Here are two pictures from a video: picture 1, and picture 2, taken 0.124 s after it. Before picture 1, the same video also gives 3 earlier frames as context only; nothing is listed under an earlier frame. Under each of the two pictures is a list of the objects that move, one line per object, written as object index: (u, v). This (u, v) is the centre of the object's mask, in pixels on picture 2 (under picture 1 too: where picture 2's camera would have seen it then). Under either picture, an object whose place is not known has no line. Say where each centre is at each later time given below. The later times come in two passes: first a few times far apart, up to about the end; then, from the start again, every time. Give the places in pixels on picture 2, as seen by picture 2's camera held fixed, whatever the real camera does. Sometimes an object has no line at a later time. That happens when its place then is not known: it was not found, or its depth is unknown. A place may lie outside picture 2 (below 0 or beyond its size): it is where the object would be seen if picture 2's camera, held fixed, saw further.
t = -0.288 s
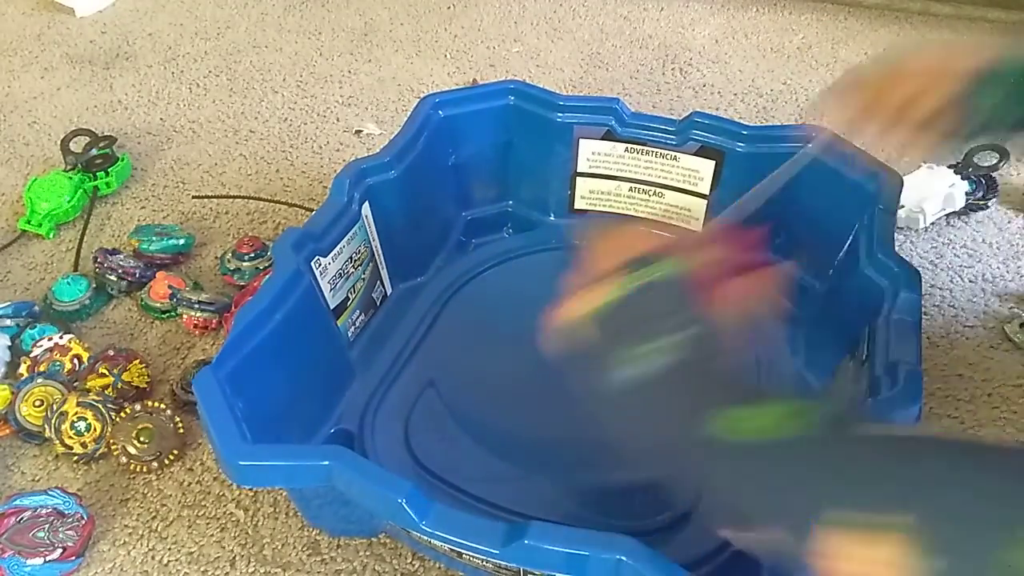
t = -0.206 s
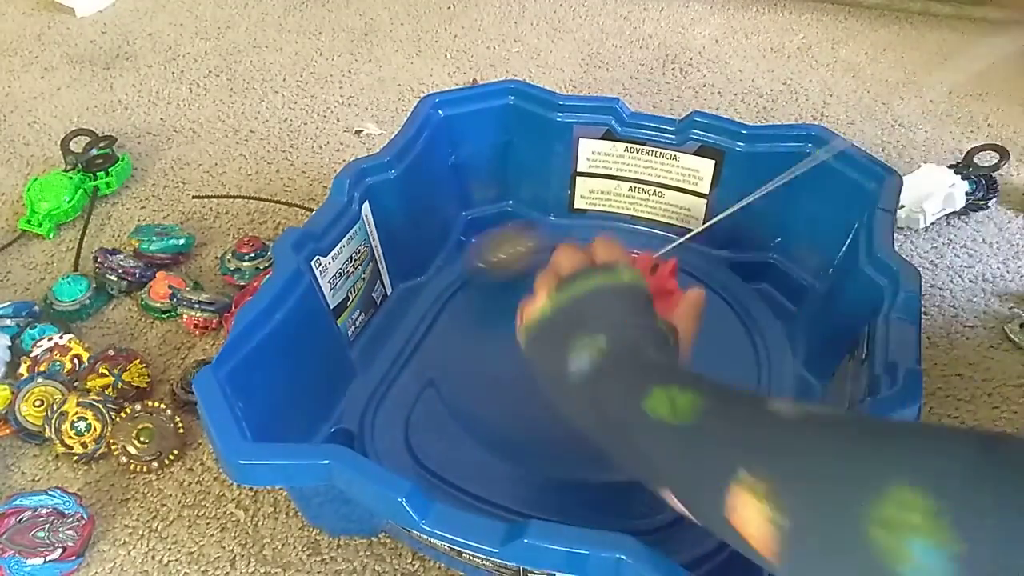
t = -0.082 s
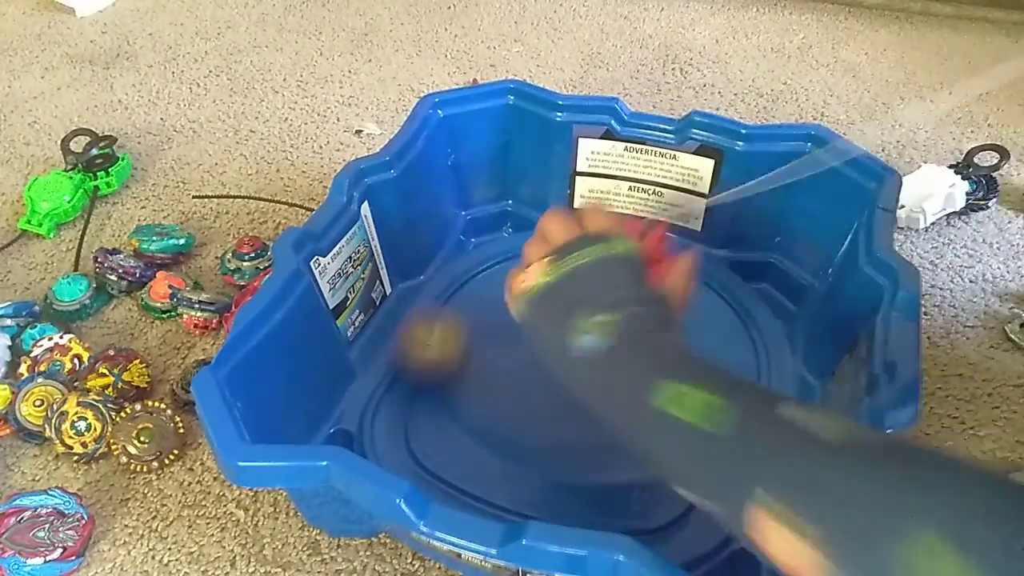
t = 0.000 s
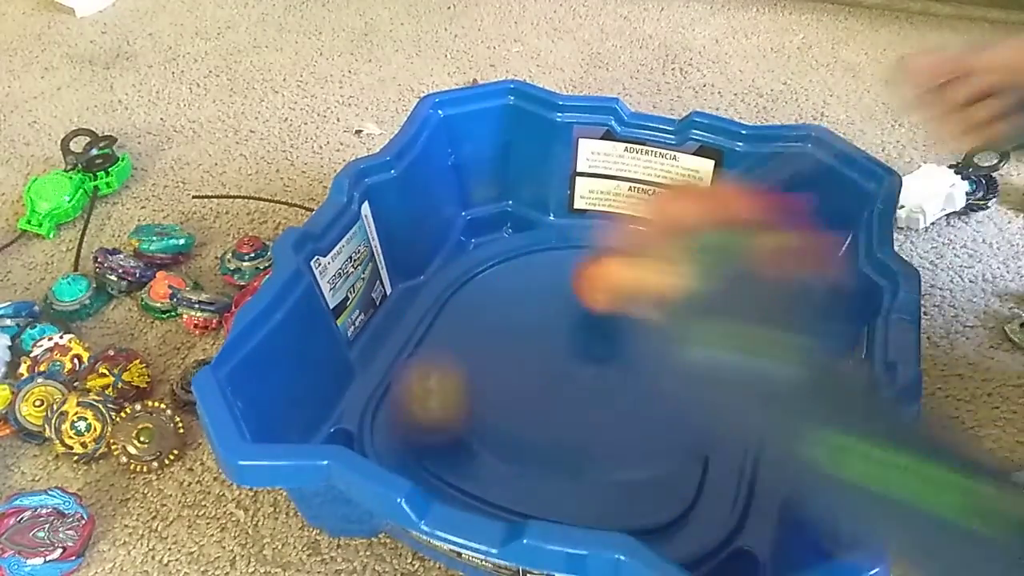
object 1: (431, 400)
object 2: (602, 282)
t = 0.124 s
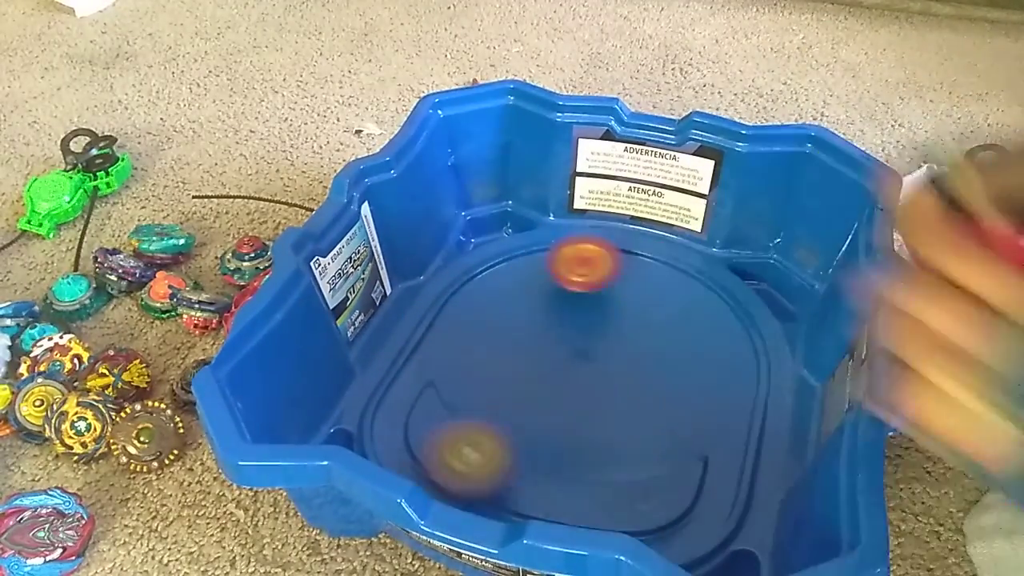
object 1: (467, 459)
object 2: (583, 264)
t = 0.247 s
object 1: (501, 476)
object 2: (548, 283)
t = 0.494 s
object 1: (501, 490)
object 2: (562, 384)
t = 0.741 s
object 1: (546, 500)
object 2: (682, 386)
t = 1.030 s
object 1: (721, 462)
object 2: (633, 276)
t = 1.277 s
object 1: (666, 311)
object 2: (484, 313)
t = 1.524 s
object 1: (472, 281)
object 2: (534, 431)
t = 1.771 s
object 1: (422, 380)
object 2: (711, 376)
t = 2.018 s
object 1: (425, 386)
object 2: (611, 263)
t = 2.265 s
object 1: (446, 382)
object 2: (440, 308)
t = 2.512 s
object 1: (660, 400)
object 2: (410, 370)
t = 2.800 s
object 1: (659, 255)
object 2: (442, 341)
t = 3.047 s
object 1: (476, 284)
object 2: (550, 335)
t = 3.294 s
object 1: (535, 434)
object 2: (609, 276)
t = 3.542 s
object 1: (740, 374)
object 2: (571, 257)
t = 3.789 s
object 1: (643, 257)
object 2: (566, 333)
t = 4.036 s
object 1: (460, 305)
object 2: (644, 384)
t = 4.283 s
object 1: (509, 412)
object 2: (698, 352)
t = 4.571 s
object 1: (702, 358)
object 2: (614, 327)
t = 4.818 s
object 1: (671, 277)
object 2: (532, 344)
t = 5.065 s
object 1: (541, 297)
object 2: (546, 405)
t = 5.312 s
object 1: (505, 402)
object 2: (611, 377)
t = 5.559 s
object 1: (649, 430)
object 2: (551, 353)
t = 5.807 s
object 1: (667, 333)
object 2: (544, 350)
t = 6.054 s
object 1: (549, 278)
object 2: (547, 353)
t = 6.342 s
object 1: (467, 345)
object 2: (542, 339)
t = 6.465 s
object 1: (506, 388)
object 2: (555, 339)
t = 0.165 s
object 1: (482, 467)
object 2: (571, 266)
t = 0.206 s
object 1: (494, 472)
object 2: (558, 273)
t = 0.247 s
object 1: (501, 476)
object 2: (548, 283)
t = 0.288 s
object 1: (507, 478)
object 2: (540, 298)
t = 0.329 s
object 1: (510, 481)
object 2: (535, 316)
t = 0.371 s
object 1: (510, 484)
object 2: (535, 334)
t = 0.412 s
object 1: (505, 488)
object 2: (540, 353)
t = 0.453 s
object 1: (499, 492)
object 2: (549, 369)
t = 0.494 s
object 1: (501, 490)
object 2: (562, 384)
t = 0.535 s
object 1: (503, 490)
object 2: (581, 395)
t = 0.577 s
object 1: (502, 493)
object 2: (601, 405)
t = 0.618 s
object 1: (510, 494)
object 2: (622, 407)
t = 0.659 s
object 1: (519, 495)
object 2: (643, 405)
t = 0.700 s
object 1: (530, 498)
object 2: (664, 398)
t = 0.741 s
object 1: (546, 500)
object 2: (682, 386)
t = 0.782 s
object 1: (566, 503)
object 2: (696, 370)
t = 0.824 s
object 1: (590, 506)
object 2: (704, 351)
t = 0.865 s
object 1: (621, 511)
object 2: (703, 333)
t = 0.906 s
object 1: (658, 517)
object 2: (695, 315)
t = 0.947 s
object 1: (685, 509)
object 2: (680, 299)
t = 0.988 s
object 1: (709, 489)
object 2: (658, 286)
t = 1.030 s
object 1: (721, 462)
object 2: (633, 276)
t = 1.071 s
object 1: (724, 435)
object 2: (606, 271)
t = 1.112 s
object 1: (725, 413)
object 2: (578, 270)
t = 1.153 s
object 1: (719, 386)
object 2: (551, 274)
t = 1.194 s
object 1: (709, 359)
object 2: (525, 283)
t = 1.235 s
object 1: (691, 334)
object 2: (503, 296)
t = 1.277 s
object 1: (666, 311)
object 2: (484, 313)
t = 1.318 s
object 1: (637, 291)
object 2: (471, 332)
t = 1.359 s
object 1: (602, 276)
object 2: (466, 354)
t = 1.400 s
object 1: (565, 264)
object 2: (469, 377)
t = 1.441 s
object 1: (528, 257)
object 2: (480, 399)
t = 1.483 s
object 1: (493, 258)
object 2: (502, 418)
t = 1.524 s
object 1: (472, 281)
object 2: (534, 431)
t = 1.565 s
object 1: (454, 302)
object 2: (573, 437)
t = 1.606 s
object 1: (439, 325)
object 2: (612, 437)
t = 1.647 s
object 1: (428, 349)
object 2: (649, 430)
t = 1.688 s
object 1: (425, 358)
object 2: (678, 416)
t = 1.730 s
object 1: (422, 369)
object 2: (700, 398)
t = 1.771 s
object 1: (422, 380)
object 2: (711, 376)
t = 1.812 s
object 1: (422, 386)
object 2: (712, 353)
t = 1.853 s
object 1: (422, 389)
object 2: (705, 329)
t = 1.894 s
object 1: (422, 389)
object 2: (690, 307)
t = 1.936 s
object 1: (423, 388)
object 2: (669, 289)
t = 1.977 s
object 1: (424, 388)
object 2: (643, 274)
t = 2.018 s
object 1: (425, 386)
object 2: (611, 263)
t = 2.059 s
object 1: (427, 385)
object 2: (579, 256)
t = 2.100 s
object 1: (428, 384)
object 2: (544, 254)
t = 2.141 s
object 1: (429, 383)
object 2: (510, 257)
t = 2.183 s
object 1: (432, 381)
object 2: (478, 266)
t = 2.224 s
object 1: (436, 380)
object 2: (455, 284)
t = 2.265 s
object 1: (446, 382)
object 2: (440, 308)
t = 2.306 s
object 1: (462, 389)
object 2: (430, 333)
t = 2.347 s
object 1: (492, 404)
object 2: (423, 350)
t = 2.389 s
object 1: (537, 416)
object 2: (412, 354)
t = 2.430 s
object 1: (583, 418)
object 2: (403, 363)
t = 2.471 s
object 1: (622, 412)
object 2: (411, 369)
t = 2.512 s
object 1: (660, 400)
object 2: (410, 370)
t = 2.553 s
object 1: (686, 381)
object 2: (410, 371)
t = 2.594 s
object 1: (704, 359)
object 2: (411, 368)
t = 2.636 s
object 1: (714, 334)
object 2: (416, 362)
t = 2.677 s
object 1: (715, 309)
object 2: (420, 353)
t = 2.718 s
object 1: (707, 284)
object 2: (426, 347)
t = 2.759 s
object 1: (688, 266)
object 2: (432, 342)
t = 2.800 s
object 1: (659, 255)
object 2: (442, 341)
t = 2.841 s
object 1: (625, 244)
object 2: (456, 342)
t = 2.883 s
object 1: (592, 239)
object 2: (474, 346)
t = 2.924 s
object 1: (561, 241)
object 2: (494, 348)
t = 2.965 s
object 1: (528, 248)
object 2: (514, 346)
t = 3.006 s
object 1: (498, 263)
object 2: (533, 342)
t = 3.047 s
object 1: (476, 284)
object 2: (550, 335)
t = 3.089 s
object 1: (459, 307)
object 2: (565, 327)
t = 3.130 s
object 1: (454, 335)
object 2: (578, 317)
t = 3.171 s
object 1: (460, 370)
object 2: (590, 307)
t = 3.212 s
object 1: (471, 365)
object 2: (599, 297)
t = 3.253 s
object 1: (501, 415)
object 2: (605, 286)
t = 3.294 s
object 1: (535, 434)
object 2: (609, 276)
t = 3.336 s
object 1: (577, 441)
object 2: (609, 268)
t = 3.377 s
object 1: (627, 443)
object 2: (607, 260)
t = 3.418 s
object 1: (667, 431)
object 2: (602, 255)
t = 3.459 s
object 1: (700, 415)
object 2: (594, 252)
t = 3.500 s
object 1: (724, 396)
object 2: (583, 253)
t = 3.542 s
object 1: (740, 374)
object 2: (571, 257)
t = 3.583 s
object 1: (743, 347)
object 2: (560, 265)
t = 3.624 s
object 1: (739, 324)
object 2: (552, 276)
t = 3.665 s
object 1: (723, 301)
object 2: (549, 289)
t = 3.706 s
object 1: (703, 284)
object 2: (550, 305)
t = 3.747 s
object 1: (676, 269)
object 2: (556, 319)
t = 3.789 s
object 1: (643, 257)
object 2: (566, 333)
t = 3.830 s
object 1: (608, 254)
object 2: (577, 343)
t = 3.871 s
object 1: (573, 256)
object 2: (588, 351)
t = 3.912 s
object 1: (542, 261)
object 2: (600, 363)
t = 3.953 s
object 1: (508, 272)
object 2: (611, 374)
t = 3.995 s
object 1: (482, 287)
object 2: (625, 383)
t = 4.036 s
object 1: (460, 305)
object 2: (644, 384)
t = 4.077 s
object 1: (445, 328)
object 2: (659, 384)
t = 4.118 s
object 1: (437, 349)
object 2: (672, 380)
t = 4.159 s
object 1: (440, 360)
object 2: (684, 374)
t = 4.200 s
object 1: (451, 379)
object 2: (693, 368)
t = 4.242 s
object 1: (477, 397)
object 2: (699, 360)
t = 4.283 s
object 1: (509, 412)
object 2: (698, 352)
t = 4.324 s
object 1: (543, 418)
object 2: (694, 344)
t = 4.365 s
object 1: (578, 419)
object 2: (686, 339)
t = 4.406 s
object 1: (612, 414)
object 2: (674, 335)
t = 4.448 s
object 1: (643, 403)
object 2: (660, 333)
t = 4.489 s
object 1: (666, 389)
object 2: (647, 332)
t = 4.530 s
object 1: (685, 372)
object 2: (631, 330)
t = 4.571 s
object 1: (702, 358)
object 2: (614, 327)
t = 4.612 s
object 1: (711, 341)
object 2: (597, 325)
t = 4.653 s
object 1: (714, 325)
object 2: (581, 326)
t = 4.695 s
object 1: (709, 311)
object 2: (566, 328)
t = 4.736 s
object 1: (701, 297)
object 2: (554, 331)
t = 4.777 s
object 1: (688, 286)
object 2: (543, 337)
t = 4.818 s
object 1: (671, 277)
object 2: (532, 344)
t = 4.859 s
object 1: (652, 273)
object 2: (524, 354)
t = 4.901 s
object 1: (629, 271)
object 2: (518, 365)
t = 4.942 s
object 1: (607, 272)
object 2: (517, 377)
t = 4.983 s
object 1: (585, 276)
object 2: (521, 389)
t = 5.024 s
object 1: (562, 286)
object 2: (531, 398)
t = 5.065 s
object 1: (541, 297)
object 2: (546, 405)
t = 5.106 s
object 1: (523, 311)
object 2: (564, 408)
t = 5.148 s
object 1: (509, 328)
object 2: (582, 406)
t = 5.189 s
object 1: (499, 345)
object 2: (595, 401)
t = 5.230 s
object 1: (495, 365)
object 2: (605, 394)
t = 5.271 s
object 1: (497, 383)
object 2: (611, 386)
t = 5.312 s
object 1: (505, 402)
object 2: (611, 377)
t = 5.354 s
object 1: (521, 420)
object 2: (607, 370)
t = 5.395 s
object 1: (542, 432)
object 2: (600, 363)
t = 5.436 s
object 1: (569, 440)
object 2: (590, 359)
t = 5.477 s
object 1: (596, 442)
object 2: (578, 357)
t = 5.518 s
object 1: (624, 439)
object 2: (563, 356)
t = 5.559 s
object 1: (649, 430)
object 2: (551, 353)
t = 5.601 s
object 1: (667, 419)
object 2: (540, 350)
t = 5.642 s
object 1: (679, 404)
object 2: (533, 348)
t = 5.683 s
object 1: (685, 387)
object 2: (530, 347)
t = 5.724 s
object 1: (684, 367)
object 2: (532, 347)
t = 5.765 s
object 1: (679, 350)
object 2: (537, 348)
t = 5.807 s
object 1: (667, 333)
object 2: (544, 350)
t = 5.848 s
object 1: (653, 317)
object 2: (550, 353)
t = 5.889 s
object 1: (635, 304)
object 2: (553, 356)
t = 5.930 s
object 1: (615, 293)
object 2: (554, 357)
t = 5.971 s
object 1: (592, 285)
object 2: (553, 356)
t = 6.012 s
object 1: (570, 280)
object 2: (550, 354)
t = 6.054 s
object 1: (549, 278)
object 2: (547, 353)
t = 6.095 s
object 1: (526, 278)
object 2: (543, 351)
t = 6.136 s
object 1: (505, 282)
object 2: (540, 350)
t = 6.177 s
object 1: (490, 290)
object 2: (538, 349)
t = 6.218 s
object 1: (478, 302)
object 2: (537, 347)
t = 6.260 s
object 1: (468, 315)
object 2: (538, 345)
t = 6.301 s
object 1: (464, 329)
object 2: (540, 342)
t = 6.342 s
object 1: (467, 345)
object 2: (542, 339)
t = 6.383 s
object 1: (475, 361)
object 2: (545, 337)
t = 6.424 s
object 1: (487, 376)
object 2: (550, 338)
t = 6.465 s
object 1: (506, 388)
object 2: (555, 339)
